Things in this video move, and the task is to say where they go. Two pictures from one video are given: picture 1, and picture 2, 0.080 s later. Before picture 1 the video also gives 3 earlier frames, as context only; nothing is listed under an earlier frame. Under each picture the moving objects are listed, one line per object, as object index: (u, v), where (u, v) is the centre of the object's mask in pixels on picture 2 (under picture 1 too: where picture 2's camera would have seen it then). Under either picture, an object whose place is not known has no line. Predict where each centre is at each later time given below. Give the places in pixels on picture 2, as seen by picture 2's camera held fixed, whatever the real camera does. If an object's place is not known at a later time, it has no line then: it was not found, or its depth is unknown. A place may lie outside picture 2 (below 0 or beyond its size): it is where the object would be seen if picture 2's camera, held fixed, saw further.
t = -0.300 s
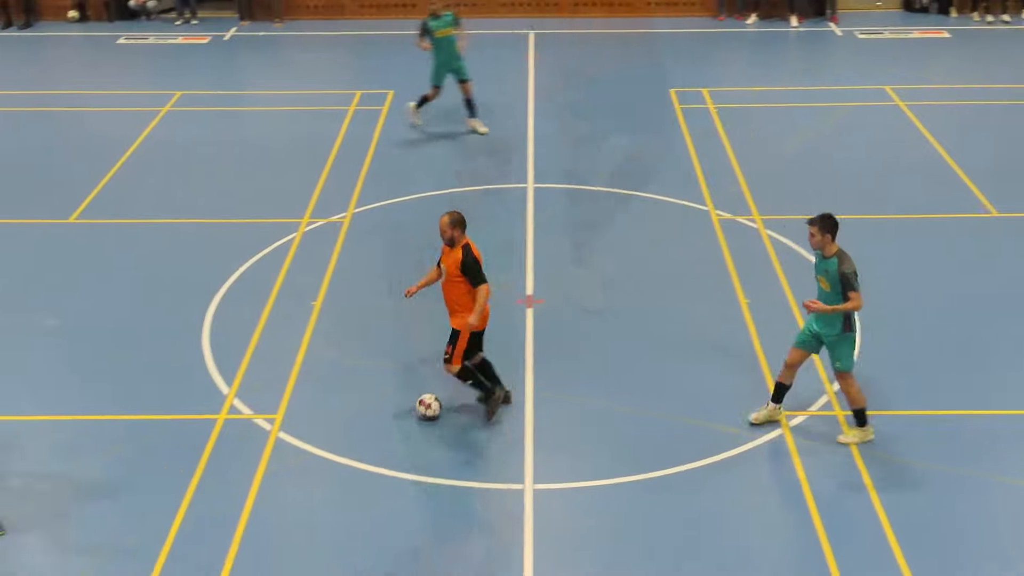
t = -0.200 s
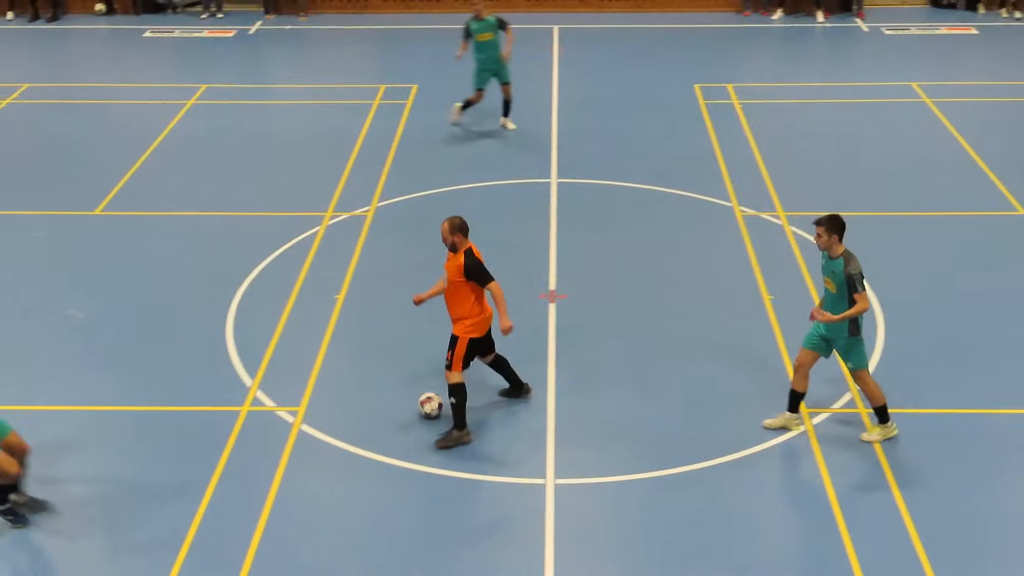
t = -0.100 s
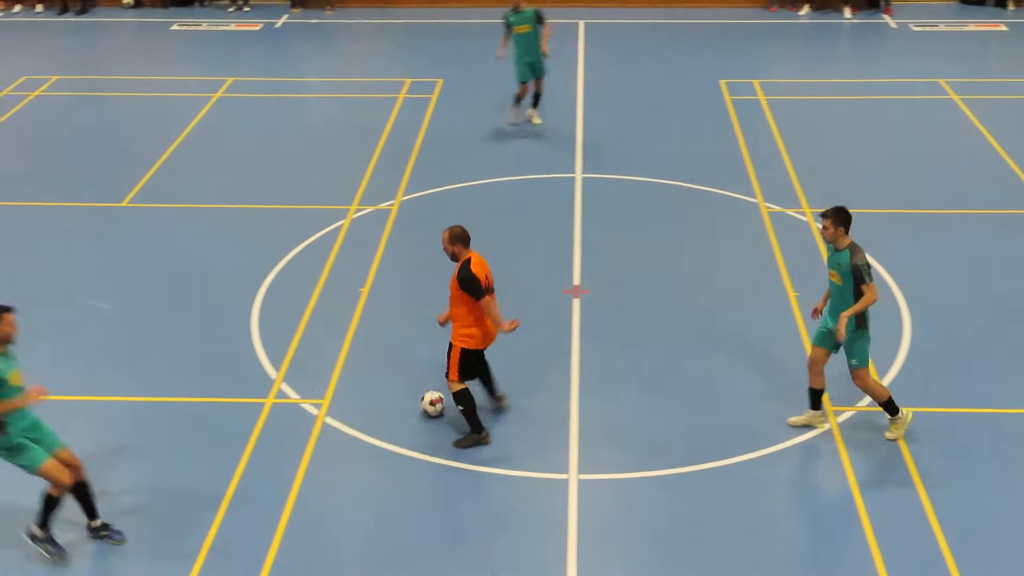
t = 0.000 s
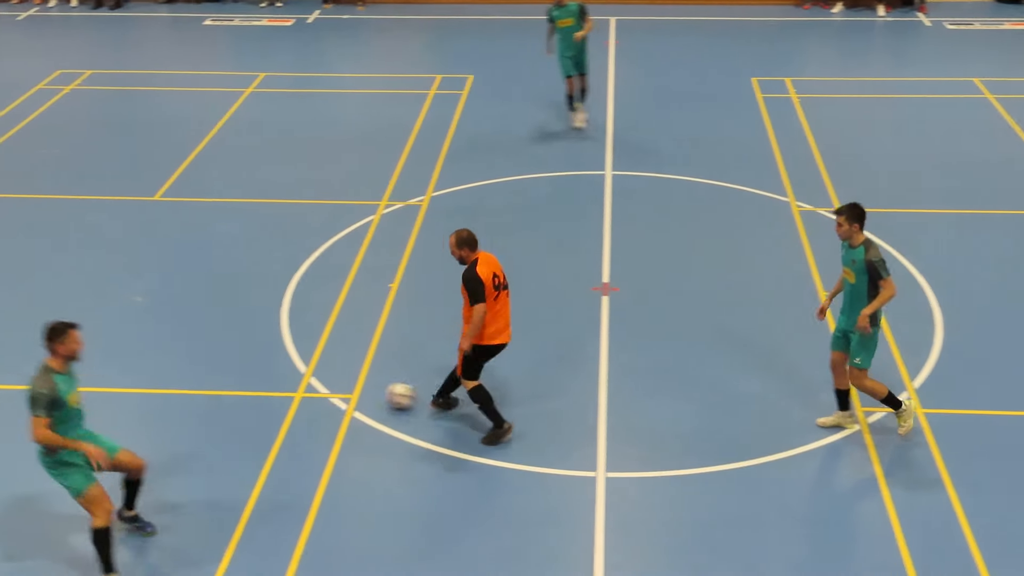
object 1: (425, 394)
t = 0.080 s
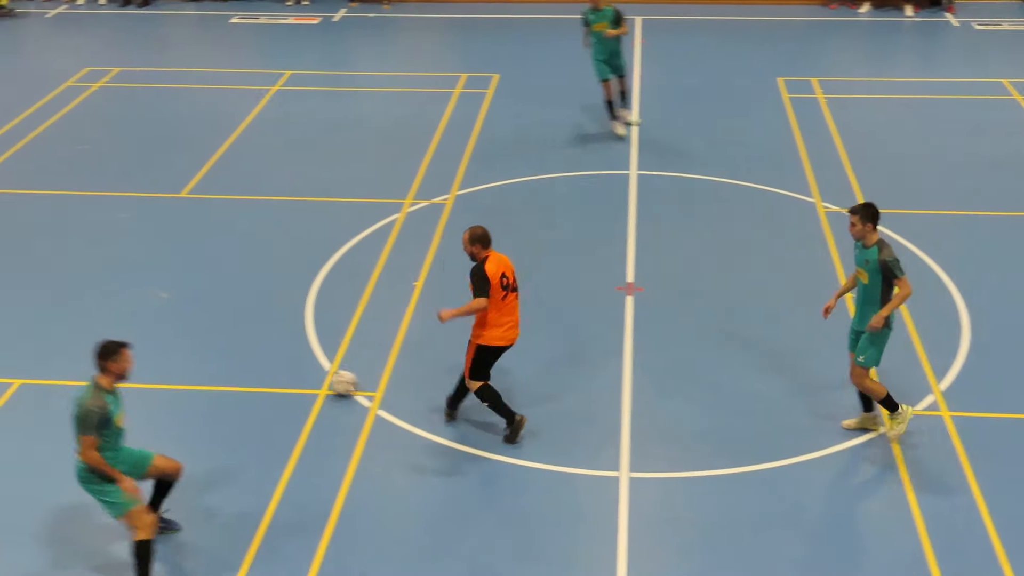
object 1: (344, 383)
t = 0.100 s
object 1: (323, 381)
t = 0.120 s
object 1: (304, 378)
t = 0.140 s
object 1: (285, 375)
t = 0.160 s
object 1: (266, 373)
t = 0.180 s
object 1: (248, 371)
